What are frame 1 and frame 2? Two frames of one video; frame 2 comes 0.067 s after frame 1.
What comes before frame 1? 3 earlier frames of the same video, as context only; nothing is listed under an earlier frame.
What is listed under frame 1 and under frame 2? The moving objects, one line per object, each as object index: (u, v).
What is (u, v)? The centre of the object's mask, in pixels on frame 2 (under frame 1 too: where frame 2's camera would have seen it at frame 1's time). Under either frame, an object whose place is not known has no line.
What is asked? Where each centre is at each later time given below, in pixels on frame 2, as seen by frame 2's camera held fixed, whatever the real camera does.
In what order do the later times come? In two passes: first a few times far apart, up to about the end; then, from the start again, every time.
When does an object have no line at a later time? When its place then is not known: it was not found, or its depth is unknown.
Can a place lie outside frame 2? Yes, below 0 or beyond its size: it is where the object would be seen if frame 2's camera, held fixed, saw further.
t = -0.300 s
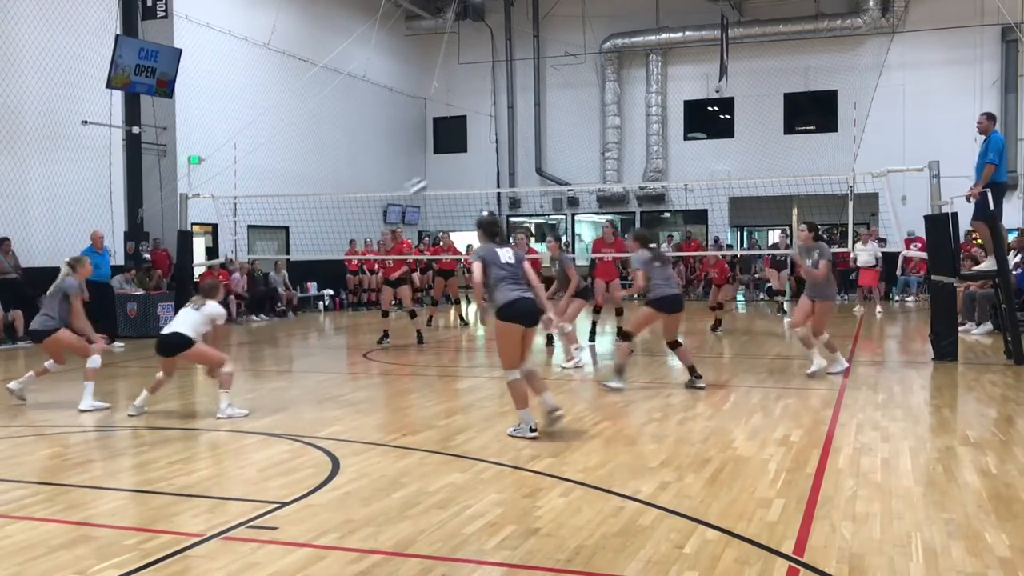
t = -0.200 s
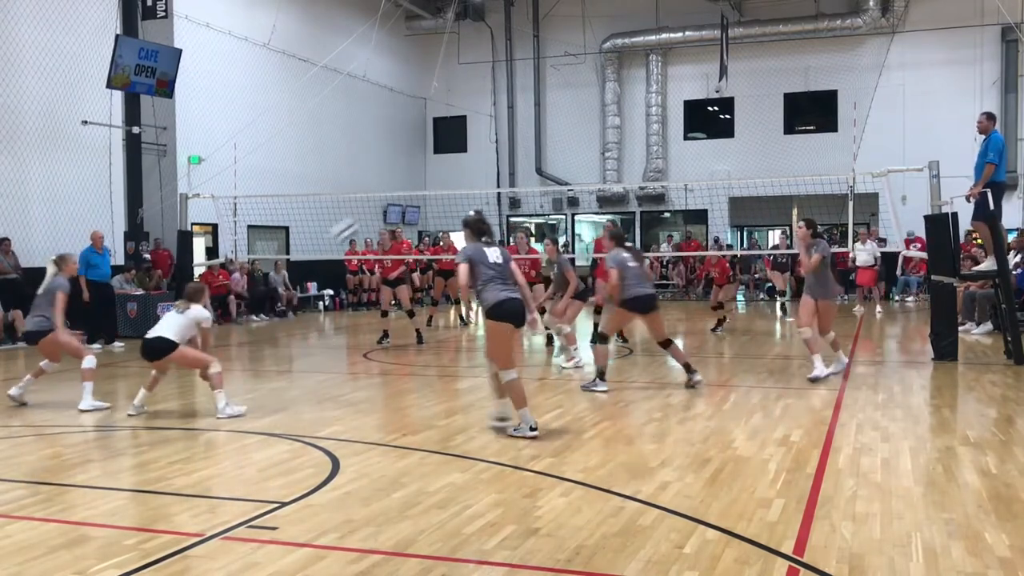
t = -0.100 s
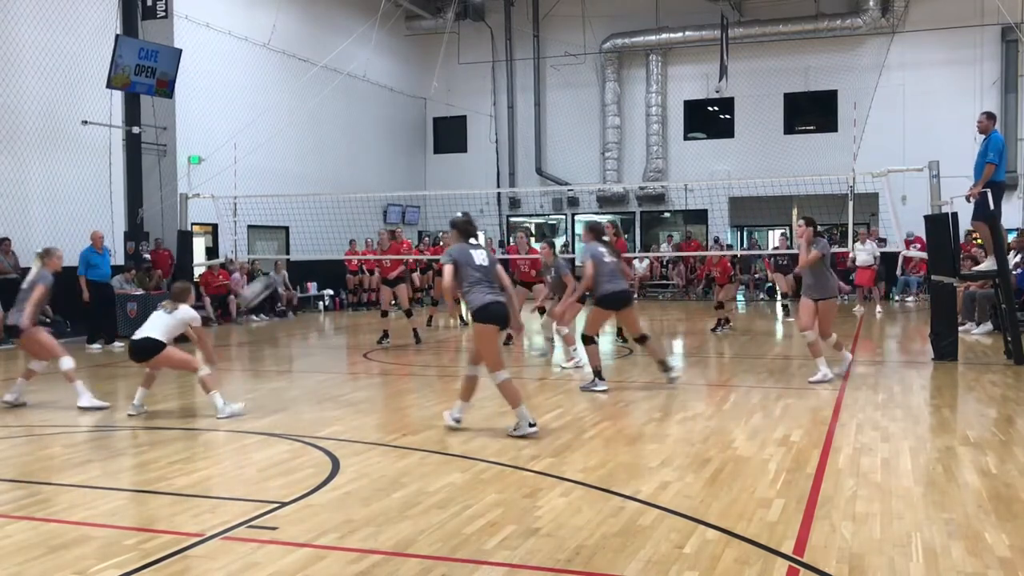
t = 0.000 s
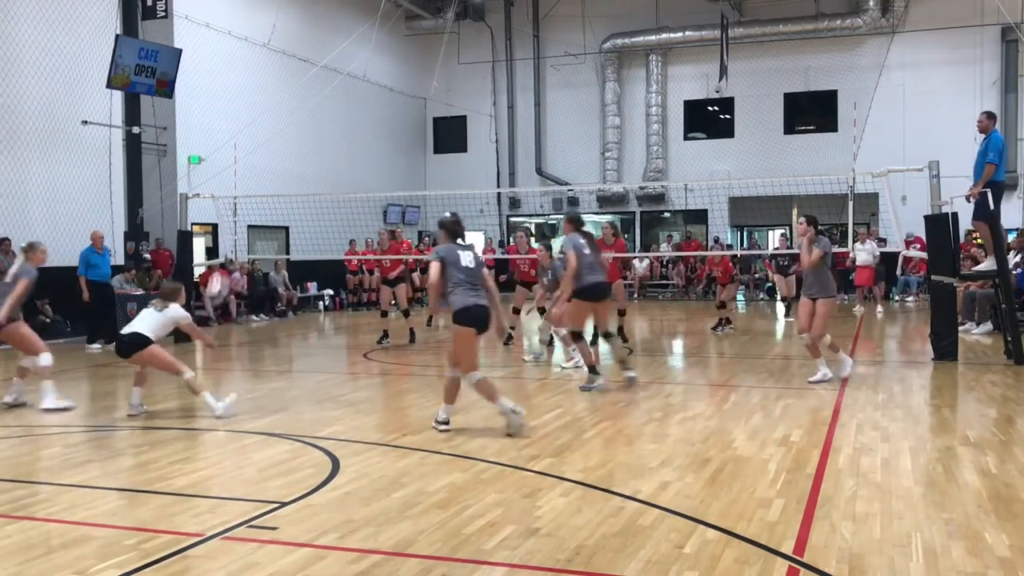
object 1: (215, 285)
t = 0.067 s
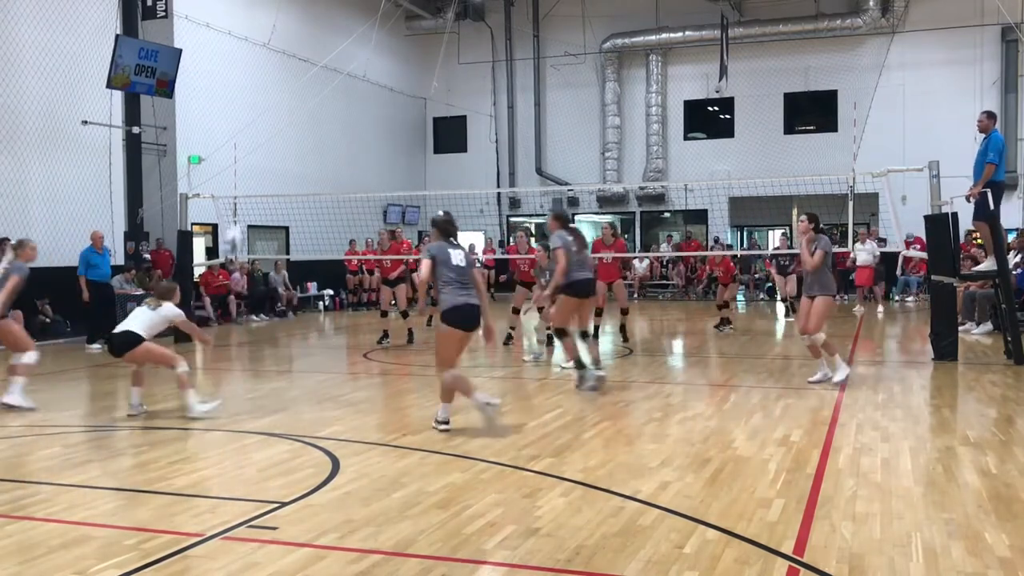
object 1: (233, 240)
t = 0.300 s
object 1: (284, 114)
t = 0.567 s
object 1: (335, 48)
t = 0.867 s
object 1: (388, 57)
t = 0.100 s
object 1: (238, 220)
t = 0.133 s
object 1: (249, 196)
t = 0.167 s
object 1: (254, 178)
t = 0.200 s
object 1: (264, 162)
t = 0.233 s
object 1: (271, 145)
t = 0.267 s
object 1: (276, 131)
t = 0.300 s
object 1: (284, 114)
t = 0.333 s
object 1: (290, 104)
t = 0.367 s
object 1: (298, 93)
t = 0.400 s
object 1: (304, 81)
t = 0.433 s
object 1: (308, 73)
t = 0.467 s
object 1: (317, 64)
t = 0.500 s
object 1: (323, 58)
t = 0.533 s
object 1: (329, 54)
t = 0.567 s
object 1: (335, 48)
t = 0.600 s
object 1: (341, 46)
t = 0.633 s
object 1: (348, 43)
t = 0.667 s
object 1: (353, 42)
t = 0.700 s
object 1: (359, 43)
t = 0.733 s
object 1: (365, 43)
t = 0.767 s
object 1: (370, 45)
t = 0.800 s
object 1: (376, 47)
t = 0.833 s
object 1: (382, 52)
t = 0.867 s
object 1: (388, 57)
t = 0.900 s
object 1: (393, 61)
